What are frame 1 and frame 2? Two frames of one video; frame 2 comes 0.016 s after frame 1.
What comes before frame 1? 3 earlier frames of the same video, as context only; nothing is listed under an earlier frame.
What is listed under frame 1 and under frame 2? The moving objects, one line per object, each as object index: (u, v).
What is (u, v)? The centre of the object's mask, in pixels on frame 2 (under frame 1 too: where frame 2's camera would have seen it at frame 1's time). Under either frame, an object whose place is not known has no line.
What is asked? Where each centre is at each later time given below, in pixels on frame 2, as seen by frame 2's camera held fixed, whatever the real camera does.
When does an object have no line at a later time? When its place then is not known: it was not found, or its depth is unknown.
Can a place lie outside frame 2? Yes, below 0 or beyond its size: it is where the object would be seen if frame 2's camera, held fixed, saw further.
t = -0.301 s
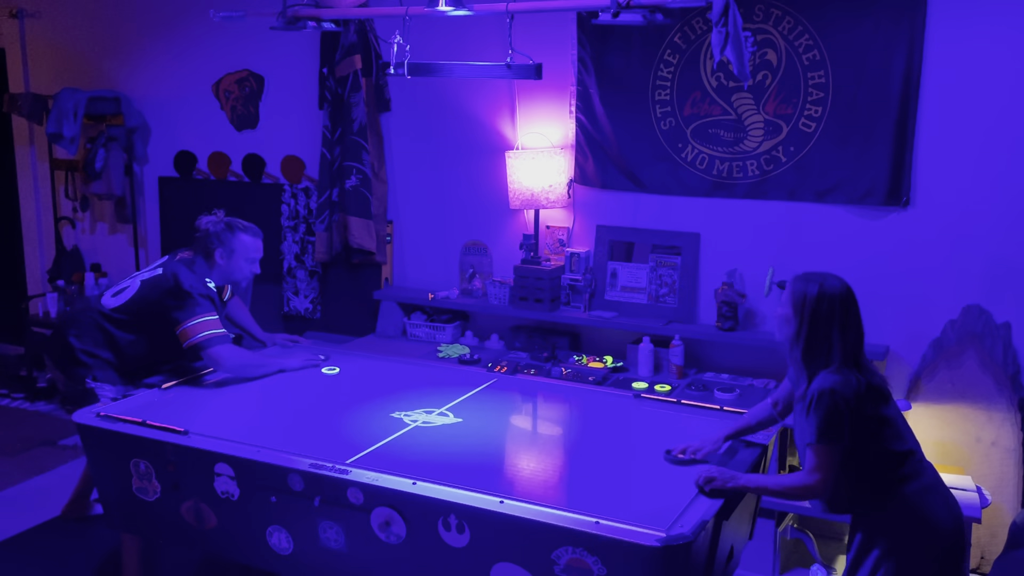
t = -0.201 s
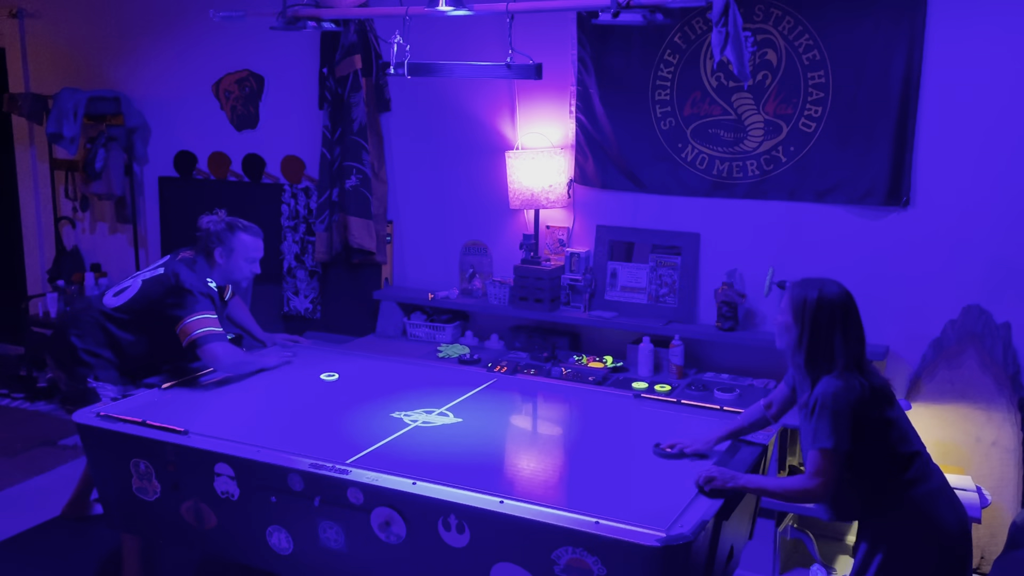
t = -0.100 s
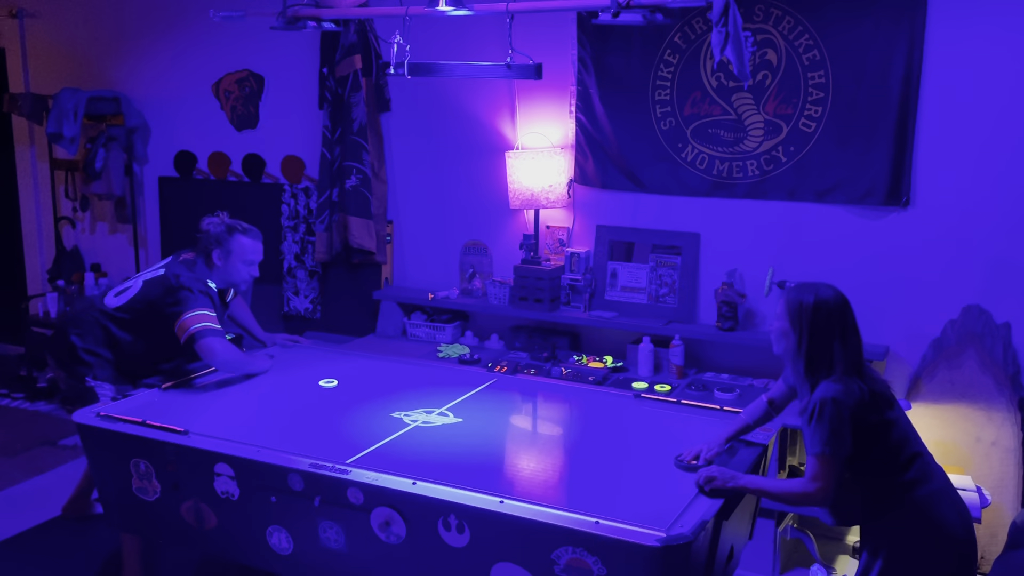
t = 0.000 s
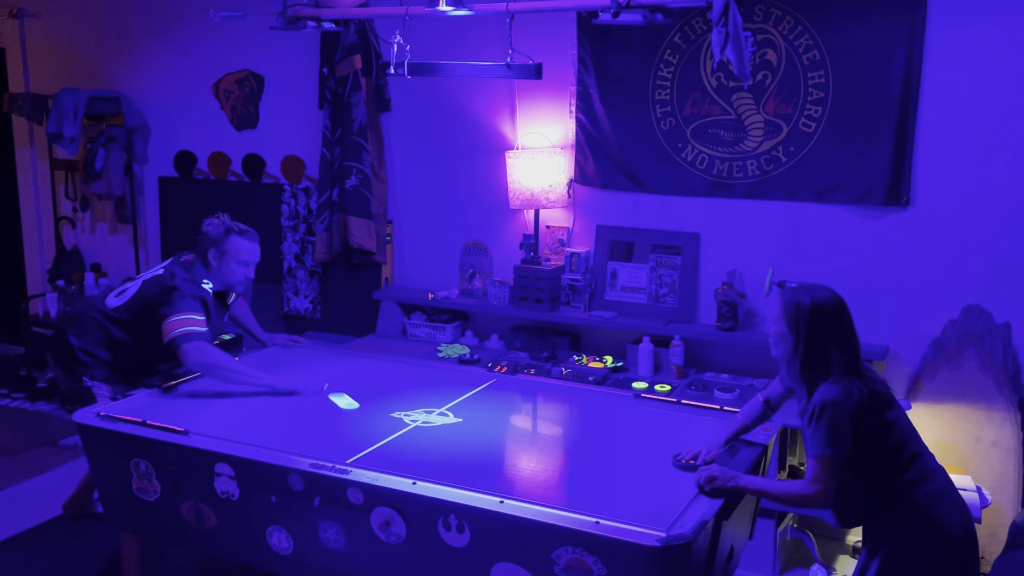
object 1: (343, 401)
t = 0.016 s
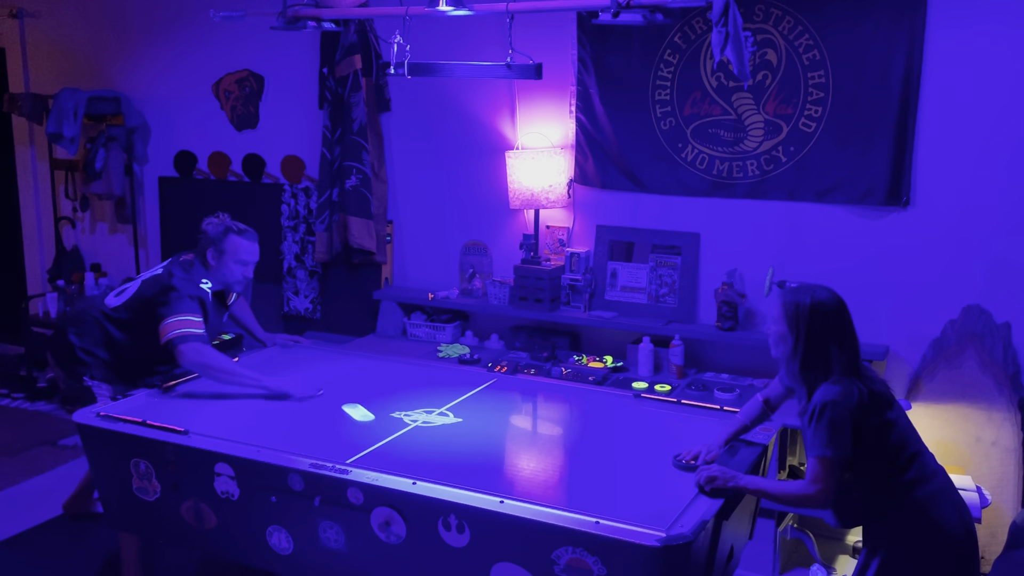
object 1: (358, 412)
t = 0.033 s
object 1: (373, 425)
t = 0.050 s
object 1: (390, 438)
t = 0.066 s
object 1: (407, 452)
